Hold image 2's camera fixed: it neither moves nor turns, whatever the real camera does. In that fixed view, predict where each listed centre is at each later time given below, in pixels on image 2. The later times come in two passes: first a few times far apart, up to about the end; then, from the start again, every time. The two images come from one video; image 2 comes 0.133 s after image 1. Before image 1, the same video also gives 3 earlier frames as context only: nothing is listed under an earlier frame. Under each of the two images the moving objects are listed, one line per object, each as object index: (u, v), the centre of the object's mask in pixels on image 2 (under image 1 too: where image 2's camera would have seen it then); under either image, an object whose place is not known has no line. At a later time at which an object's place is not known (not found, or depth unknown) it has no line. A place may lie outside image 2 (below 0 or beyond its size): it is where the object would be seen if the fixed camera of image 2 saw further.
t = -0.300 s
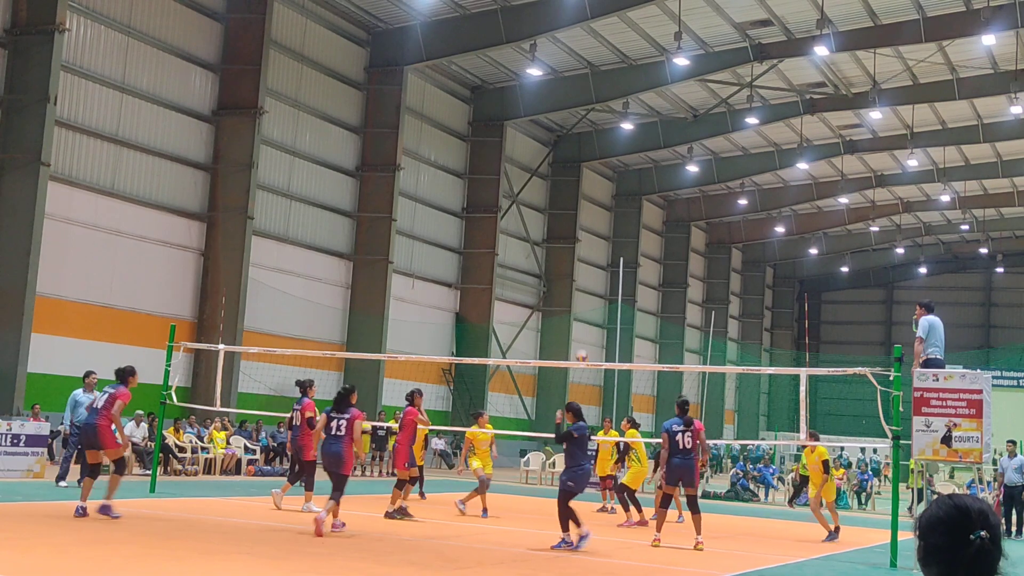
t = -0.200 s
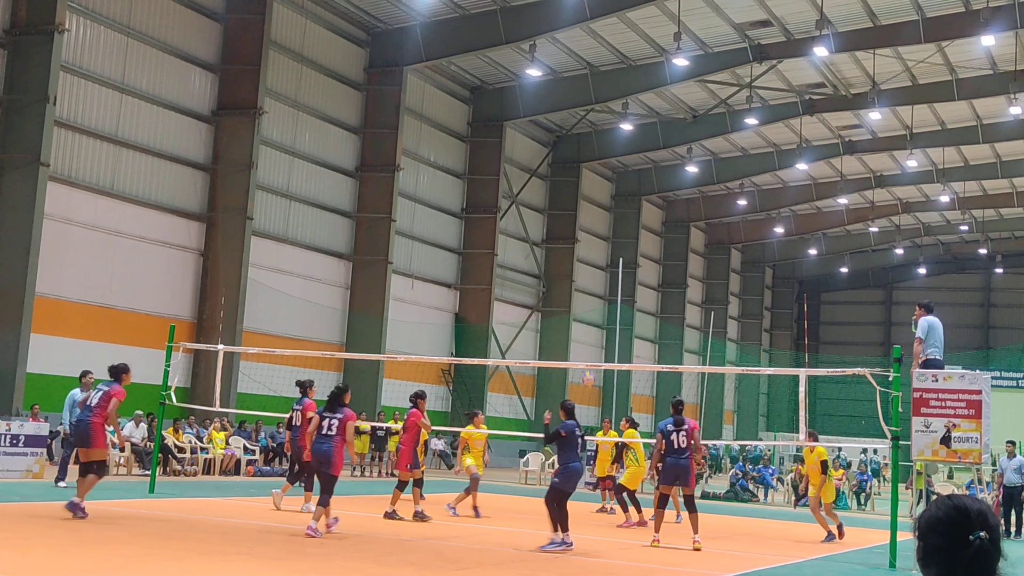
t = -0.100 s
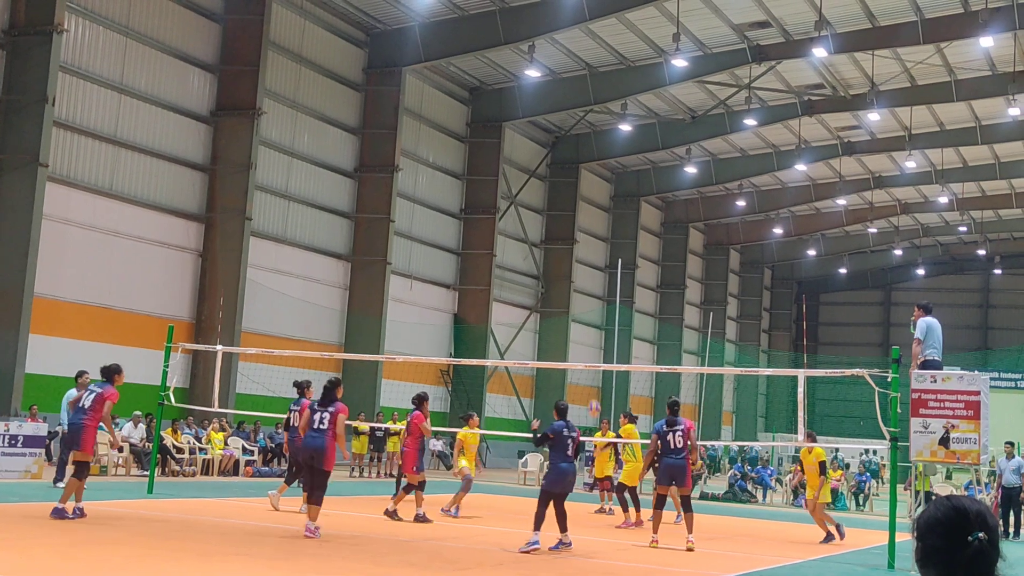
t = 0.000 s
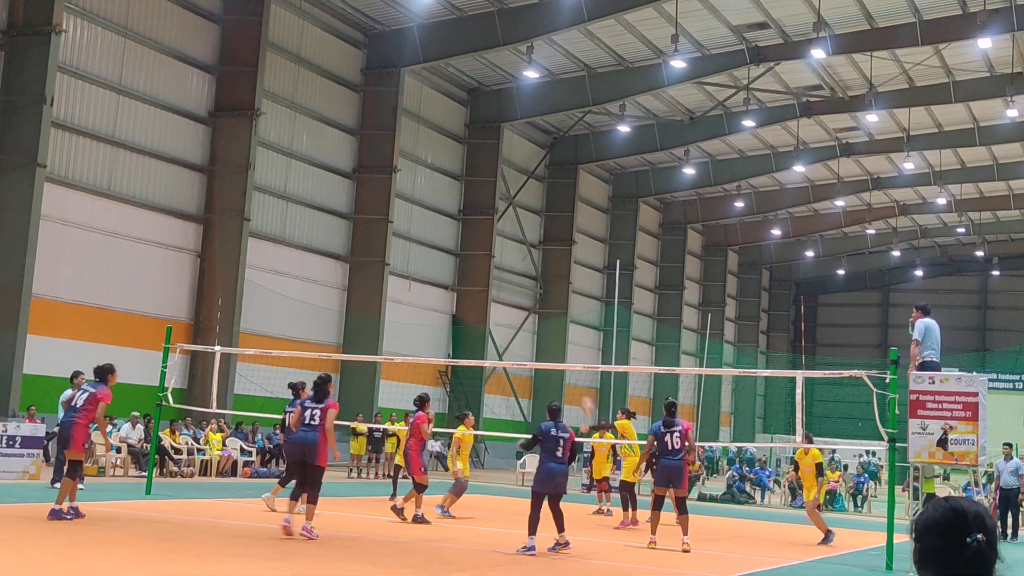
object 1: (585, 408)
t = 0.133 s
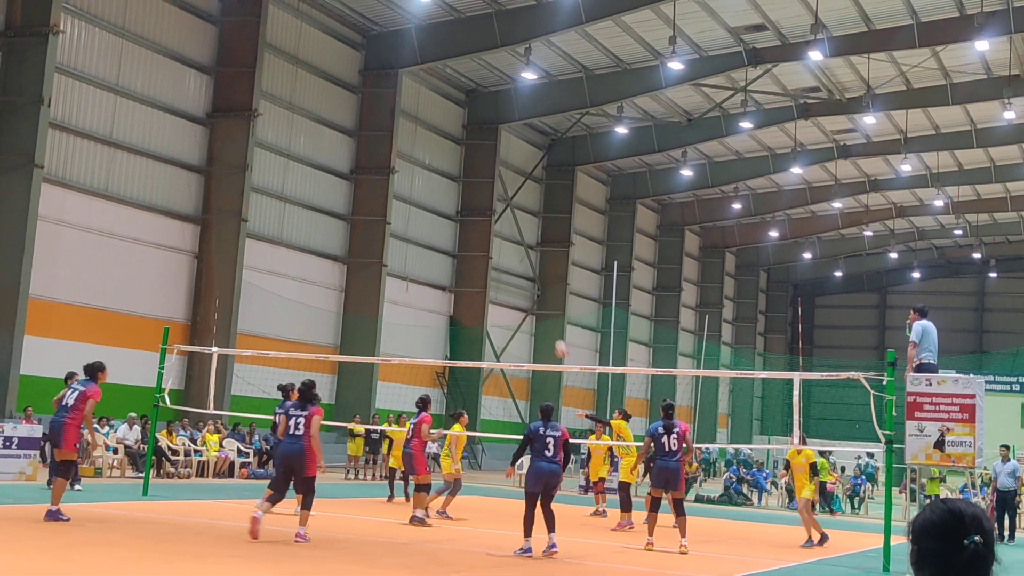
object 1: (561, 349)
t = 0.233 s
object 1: (544, 315)
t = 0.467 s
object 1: (501, 261)
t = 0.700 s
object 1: (458, 244)
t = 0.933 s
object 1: (414, 260)
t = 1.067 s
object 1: (387, 284)
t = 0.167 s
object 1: (555, 337)
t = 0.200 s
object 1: (550, 326)
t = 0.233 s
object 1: (544, 315)
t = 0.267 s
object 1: (538, 305)
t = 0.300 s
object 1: (532, 296)
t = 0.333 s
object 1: (526, 288)
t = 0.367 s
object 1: (520, 279)
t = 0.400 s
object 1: (514, 272)
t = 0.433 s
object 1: (507, 267)
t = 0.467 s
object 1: (501, 261)
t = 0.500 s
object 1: (495, 257)
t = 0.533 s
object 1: (489, 253)
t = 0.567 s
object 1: (483, 250)
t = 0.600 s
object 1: (477, 247)
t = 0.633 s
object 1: (470, 245)
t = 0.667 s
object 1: (464, 244)
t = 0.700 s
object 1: (458, 244)
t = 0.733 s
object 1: (452, 244)
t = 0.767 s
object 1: (445, 246)
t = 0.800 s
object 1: (439, 247)
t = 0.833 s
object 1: (433, 249)
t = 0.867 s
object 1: (427, 252)
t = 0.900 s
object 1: (420, 255)
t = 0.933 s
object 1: (414, 260)
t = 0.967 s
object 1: (407, 265)
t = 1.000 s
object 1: (401, 271)
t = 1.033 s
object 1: (395, 276)
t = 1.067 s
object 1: (387, 284)
